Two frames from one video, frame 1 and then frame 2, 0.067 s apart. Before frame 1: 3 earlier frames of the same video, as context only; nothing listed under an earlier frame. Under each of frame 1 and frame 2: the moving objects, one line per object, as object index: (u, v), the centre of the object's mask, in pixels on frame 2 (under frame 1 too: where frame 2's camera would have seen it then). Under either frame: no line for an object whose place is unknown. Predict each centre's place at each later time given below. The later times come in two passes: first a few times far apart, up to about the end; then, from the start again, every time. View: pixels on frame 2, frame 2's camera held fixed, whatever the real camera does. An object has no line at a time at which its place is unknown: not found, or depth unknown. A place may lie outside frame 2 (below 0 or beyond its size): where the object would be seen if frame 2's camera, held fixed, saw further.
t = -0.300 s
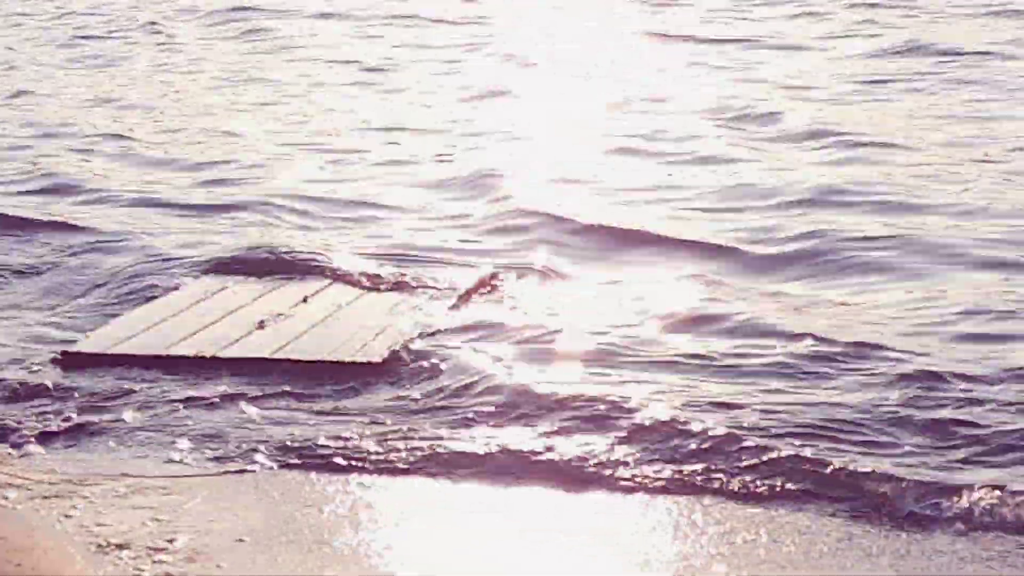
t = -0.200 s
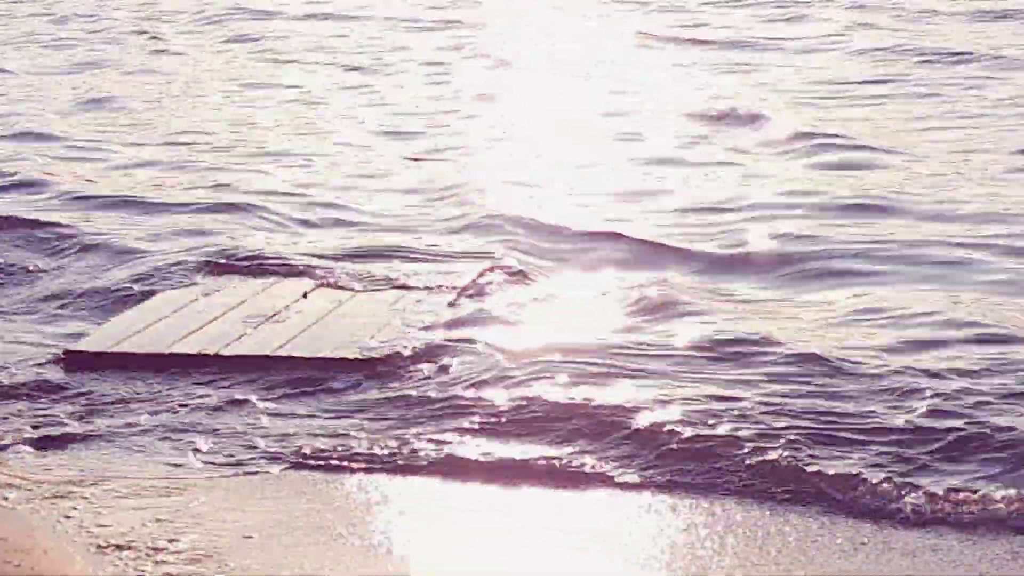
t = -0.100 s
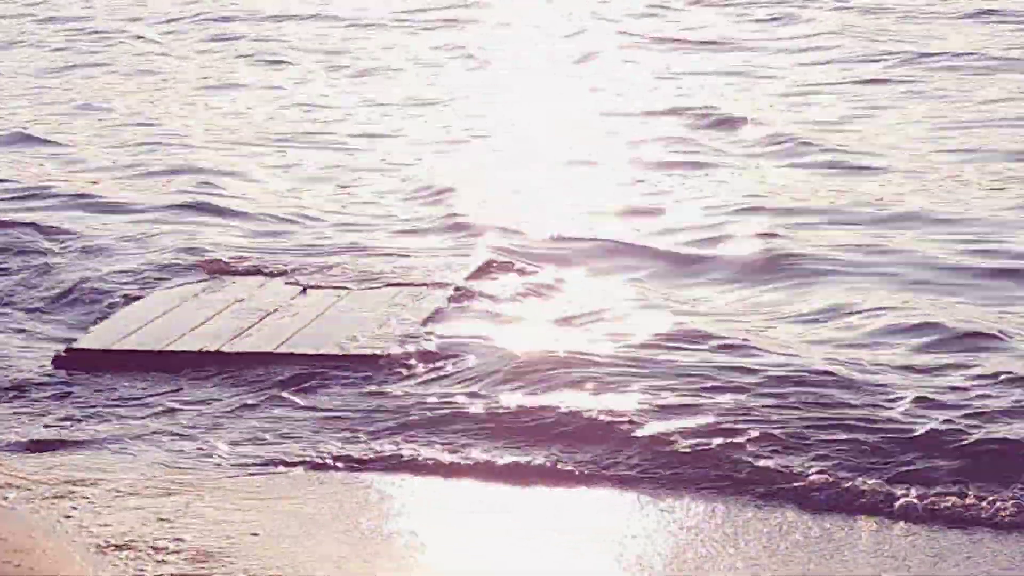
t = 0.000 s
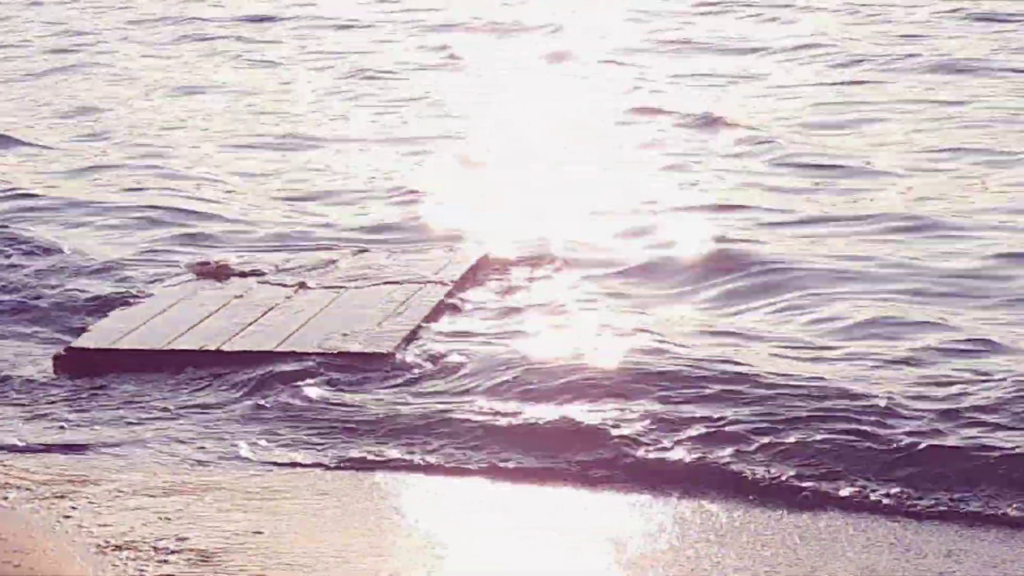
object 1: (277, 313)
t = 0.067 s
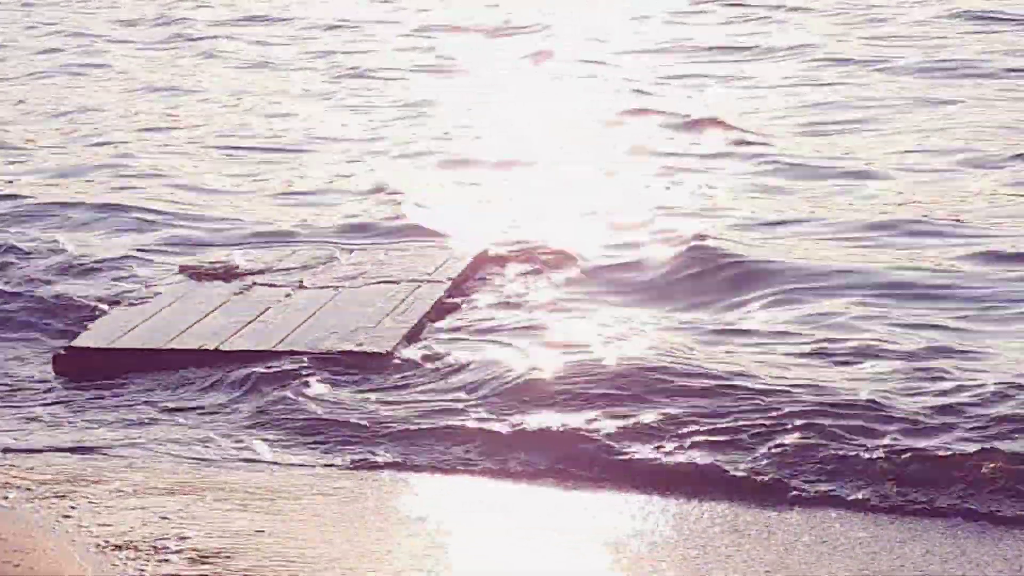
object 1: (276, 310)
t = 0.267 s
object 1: (270, 303)
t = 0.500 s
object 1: (268, 303)
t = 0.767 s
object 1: (264, 311)
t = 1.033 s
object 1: (251, 312)
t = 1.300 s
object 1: (255, 319)
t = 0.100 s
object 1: (277, 309)
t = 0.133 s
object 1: (277, 309)
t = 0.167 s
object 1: (274, 308)
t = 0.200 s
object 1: (275, 309)
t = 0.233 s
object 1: (276, 308)
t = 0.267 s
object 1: (270, 303)
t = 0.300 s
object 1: (270, 302)
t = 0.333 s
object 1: (269, 303)
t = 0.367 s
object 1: (272, 303)
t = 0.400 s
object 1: (273, 302)
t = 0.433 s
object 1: (272, 302)
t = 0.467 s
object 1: (271, 303)
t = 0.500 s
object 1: (268, 303)
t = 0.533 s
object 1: (268, 305)
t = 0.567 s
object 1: (268, 306)
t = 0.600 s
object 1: (268, 306)
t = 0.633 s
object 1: (268, 306)
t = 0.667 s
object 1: (269, 308)
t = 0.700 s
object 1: (267, 309)
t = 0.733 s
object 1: (266, 310)
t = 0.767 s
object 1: (264, 311)
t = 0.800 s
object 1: (264, 313)
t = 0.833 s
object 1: (256, 313)
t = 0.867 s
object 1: (256, 313)
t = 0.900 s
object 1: (250, 312)
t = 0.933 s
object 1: (256, 314)
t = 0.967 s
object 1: (254, 313)
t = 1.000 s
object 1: (252, 313)
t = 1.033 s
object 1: (251, 312)
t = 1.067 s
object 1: (250, 313)
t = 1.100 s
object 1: (248, 313)
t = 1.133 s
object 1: (246, 314)
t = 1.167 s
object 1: (246, 315)
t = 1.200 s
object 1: (247, 316)
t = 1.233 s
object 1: (243, 316)
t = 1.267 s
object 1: (248, 318)
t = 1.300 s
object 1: (255, 319)
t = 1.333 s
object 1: (243, 320)
